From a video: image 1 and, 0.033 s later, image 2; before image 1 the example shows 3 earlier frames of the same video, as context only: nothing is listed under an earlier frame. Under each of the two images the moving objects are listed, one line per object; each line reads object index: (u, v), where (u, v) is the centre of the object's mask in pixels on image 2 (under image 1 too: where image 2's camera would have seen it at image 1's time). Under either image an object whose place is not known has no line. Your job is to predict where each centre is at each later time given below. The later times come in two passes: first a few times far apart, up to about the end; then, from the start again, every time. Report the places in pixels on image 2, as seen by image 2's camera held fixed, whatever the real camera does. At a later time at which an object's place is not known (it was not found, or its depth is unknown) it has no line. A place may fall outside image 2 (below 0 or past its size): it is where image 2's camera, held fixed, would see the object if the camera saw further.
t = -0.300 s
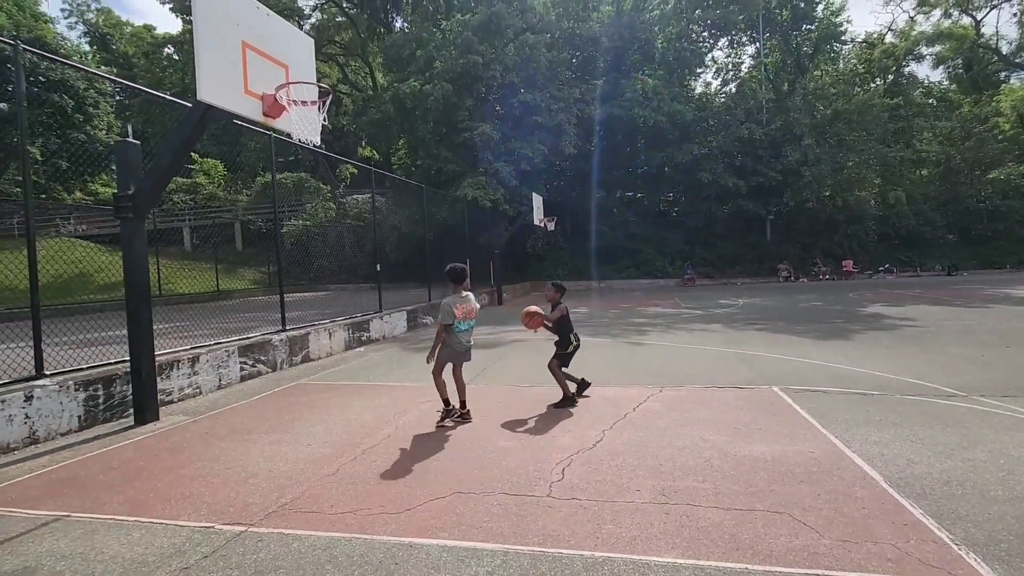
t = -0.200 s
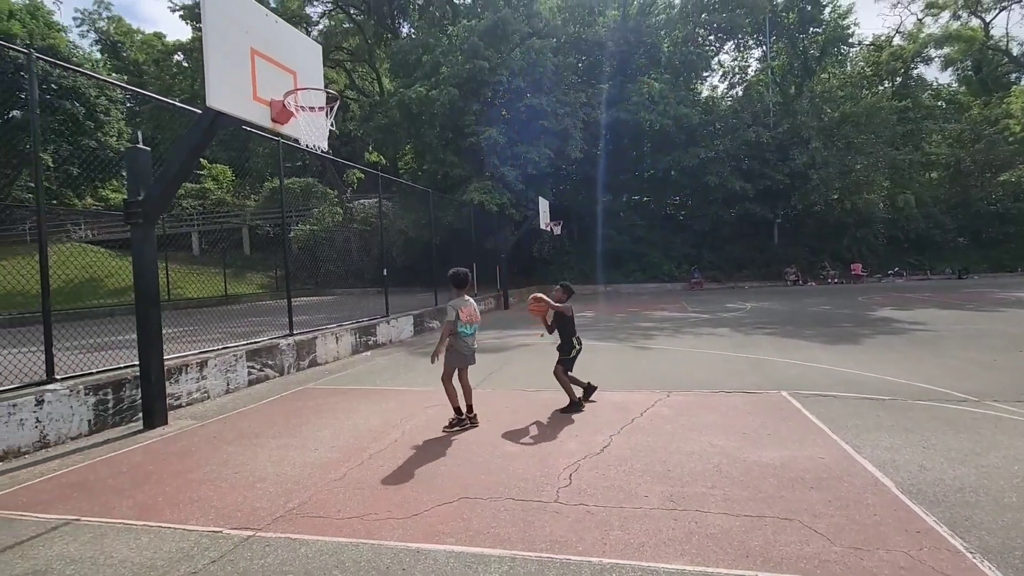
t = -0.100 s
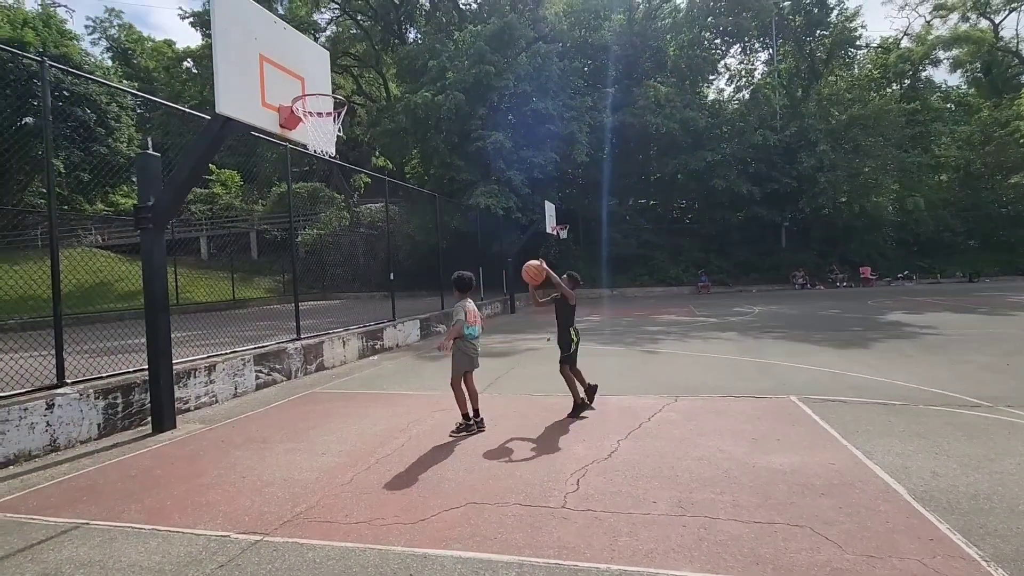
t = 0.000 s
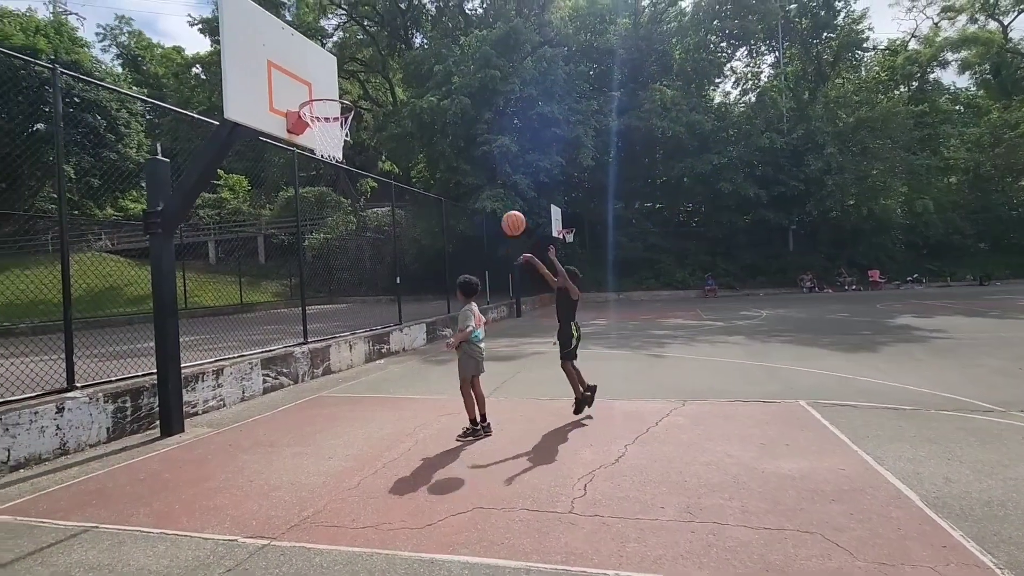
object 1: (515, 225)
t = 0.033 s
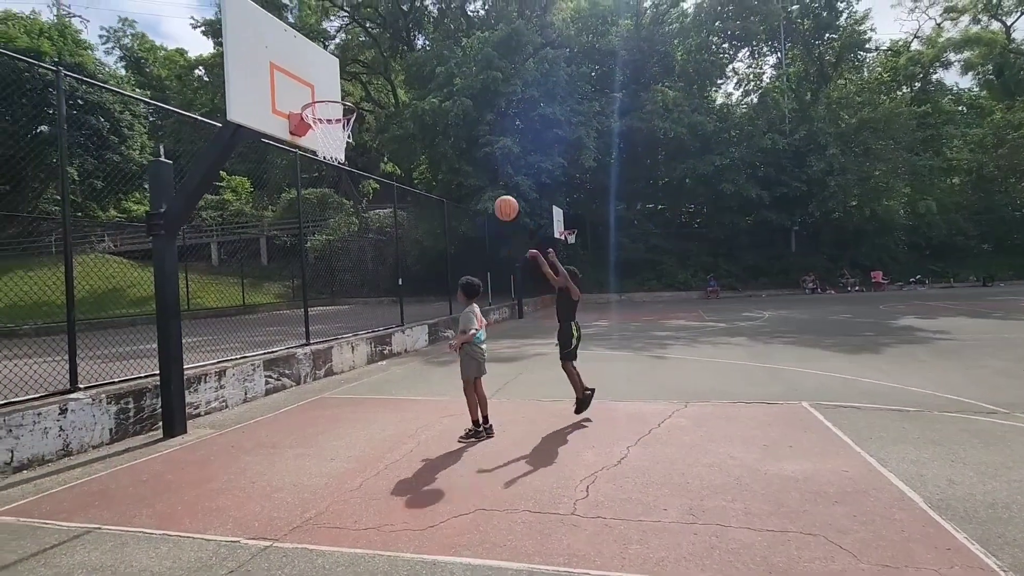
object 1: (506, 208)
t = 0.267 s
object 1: (441, 124)
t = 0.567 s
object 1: (359, 92)
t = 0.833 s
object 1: (342, 132)
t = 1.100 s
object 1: (362, 166)
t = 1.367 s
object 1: (376, 263)
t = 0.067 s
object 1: (497, 193)
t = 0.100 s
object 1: (488, 179)
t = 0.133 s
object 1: (478, 165)
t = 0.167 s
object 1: (469, 153)
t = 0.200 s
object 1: (460, 142)
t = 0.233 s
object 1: (450, 132)
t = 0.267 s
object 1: (441, 124)
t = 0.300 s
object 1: (432, 116)
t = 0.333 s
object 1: (423, 109)
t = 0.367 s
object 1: (414, 103)
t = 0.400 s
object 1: (405, 99)
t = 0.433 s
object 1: (396, 95)
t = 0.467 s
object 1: (387, 93)
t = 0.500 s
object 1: (377, 91)
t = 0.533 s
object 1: (368, 91)
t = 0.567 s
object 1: (359, 92)
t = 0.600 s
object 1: (350, 93)
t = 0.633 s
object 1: (341, 94)
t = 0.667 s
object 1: (331, 101)
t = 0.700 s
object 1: (322, 107)
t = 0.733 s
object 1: (316, 114)
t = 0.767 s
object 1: (324, 118)
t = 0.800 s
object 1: (334, 125)
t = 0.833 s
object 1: (342, 132)
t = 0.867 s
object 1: (350, 138)
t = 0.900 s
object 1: (354, 146)
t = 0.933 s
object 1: (355, 144)
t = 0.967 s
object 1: (357, 145)
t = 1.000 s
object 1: (358, 149)
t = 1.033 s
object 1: (360, 153)
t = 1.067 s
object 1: (361, 159)
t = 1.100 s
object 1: (362, 166)
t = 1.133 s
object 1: (364, 174)
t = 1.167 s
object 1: (365, 184)
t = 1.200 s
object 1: (367, 195)
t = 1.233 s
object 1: (368, 206)
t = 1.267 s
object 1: (370, 218)
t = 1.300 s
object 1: (372, 232)
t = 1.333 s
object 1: (374, 247)
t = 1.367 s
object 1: (376, 263)
